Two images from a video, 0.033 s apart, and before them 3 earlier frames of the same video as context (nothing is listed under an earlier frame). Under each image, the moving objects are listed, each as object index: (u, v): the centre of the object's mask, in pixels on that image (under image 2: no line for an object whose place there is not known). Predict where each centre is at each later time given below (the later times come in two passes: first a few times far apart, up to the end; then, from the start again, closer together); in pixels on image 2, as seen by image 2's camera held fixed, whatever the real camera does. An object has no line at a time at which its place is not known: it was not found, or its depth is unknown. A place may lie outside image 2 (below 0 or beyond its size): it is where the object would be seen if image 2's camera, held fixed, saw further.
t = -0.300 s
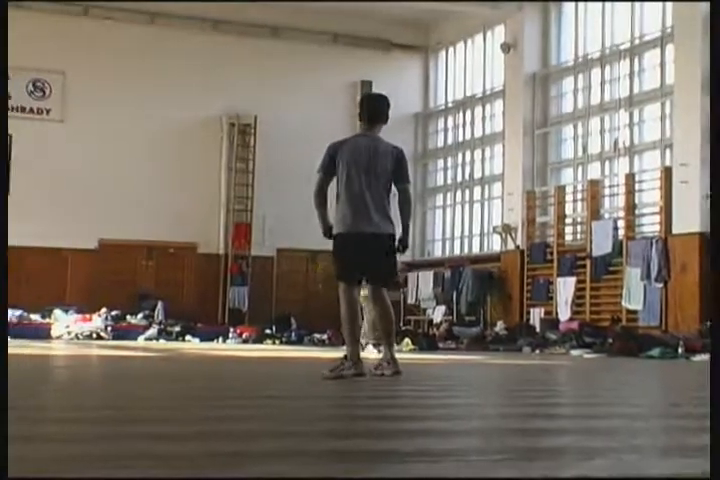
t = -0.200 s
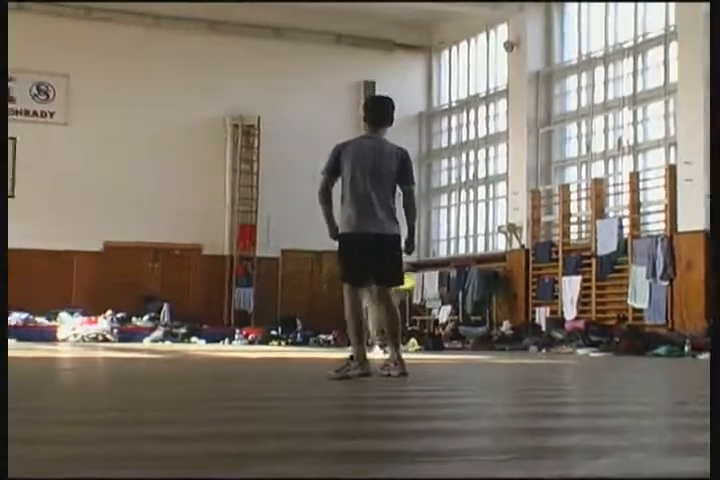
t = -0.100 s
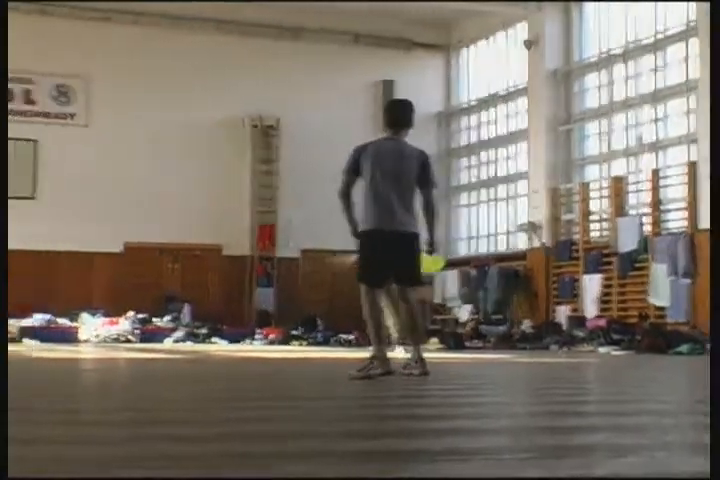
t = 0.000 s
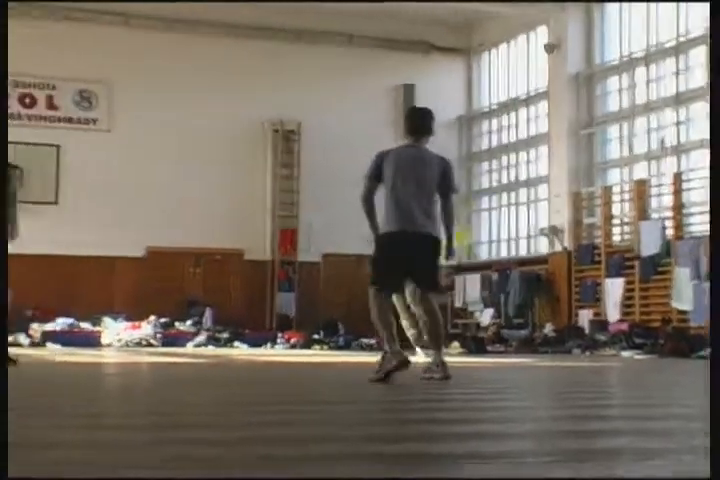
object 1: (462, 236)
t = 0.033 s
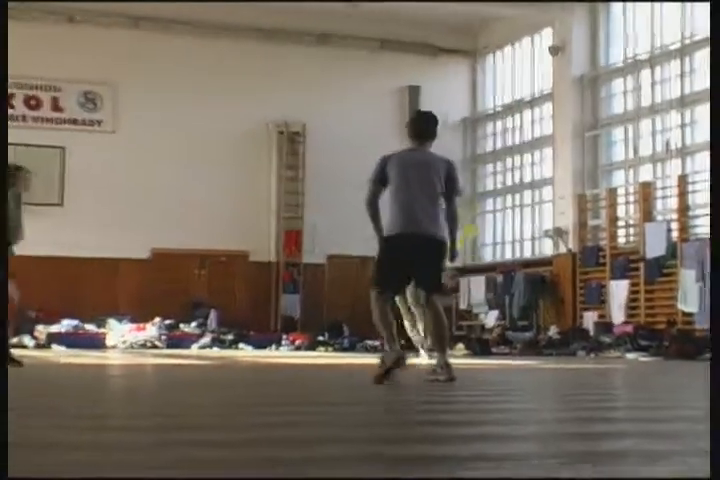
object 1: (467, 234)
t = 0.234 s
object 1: (477, 157)
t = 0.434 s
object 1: (494, 87)
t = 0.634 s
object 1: (512, 34)
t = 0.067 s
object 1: (468, 213)
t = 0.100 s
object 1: (471, 204)
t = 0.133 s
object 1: (472, 193)
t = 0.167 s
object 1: (473, 179)
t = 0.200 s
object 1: (474, 168)
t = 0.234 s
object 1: (477, 157)
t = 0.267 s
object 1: (481, 145)
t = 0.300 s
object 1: (482, 132)
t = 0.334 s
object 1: (486, 121)
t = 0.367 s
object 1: (489, 110)
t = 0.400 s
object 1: (493, 98)
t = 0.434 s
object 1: (494, 87)
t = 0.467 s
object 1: (498, 77)
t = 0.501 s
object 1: (501, 67)
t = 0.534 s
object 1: (503, 57)
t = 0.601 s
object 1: (511, 40)
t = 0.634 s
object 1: (512, 34)
